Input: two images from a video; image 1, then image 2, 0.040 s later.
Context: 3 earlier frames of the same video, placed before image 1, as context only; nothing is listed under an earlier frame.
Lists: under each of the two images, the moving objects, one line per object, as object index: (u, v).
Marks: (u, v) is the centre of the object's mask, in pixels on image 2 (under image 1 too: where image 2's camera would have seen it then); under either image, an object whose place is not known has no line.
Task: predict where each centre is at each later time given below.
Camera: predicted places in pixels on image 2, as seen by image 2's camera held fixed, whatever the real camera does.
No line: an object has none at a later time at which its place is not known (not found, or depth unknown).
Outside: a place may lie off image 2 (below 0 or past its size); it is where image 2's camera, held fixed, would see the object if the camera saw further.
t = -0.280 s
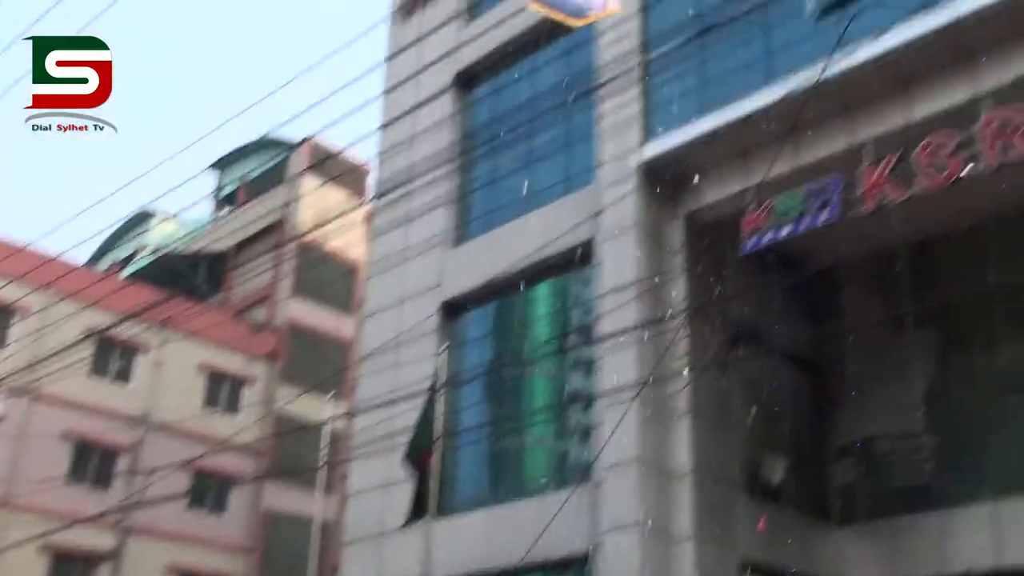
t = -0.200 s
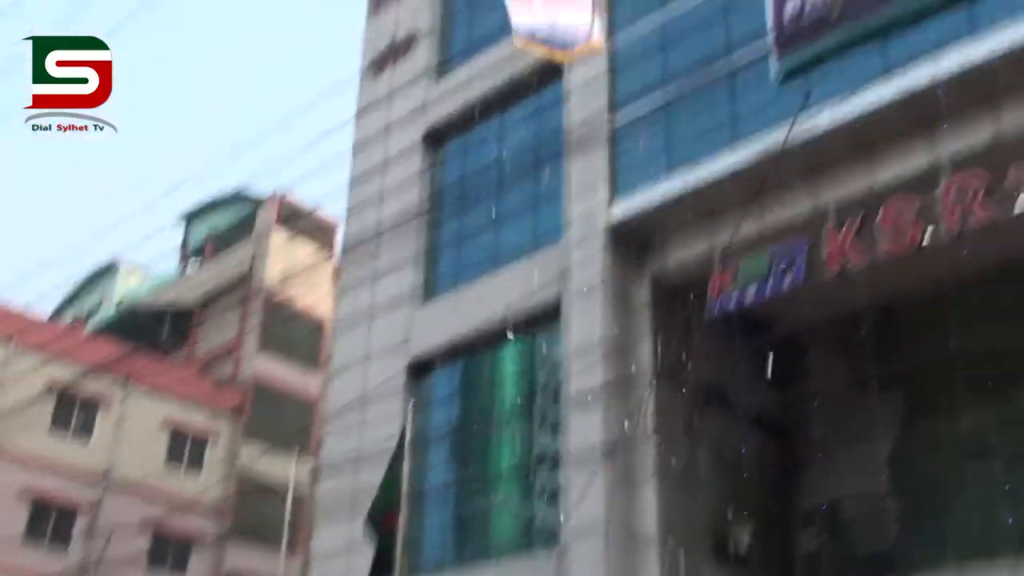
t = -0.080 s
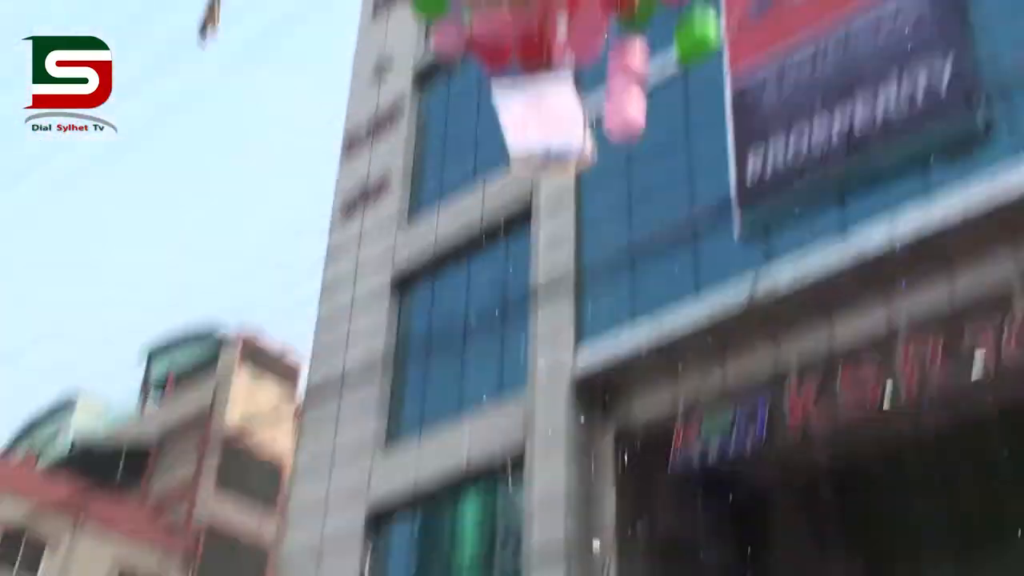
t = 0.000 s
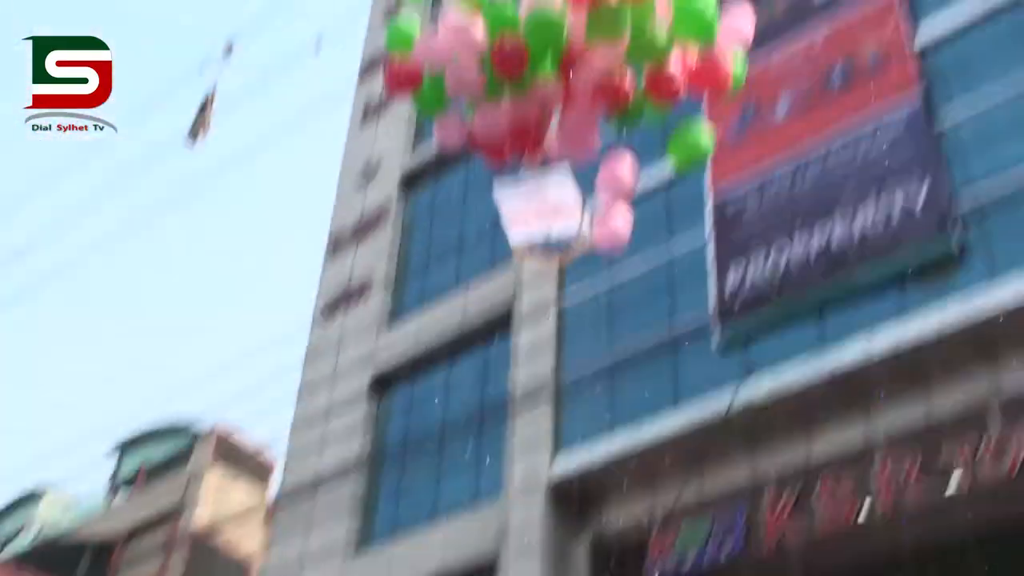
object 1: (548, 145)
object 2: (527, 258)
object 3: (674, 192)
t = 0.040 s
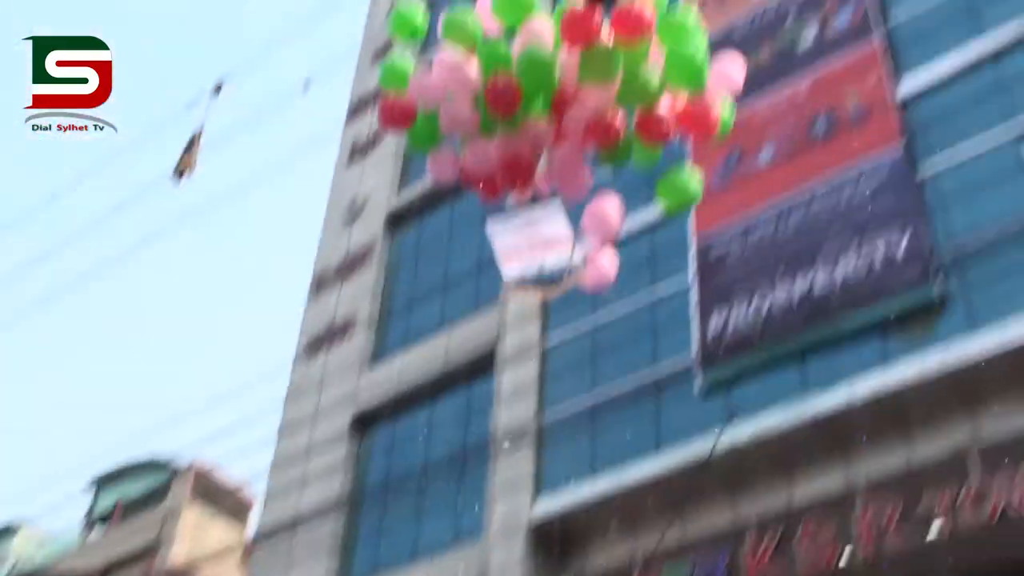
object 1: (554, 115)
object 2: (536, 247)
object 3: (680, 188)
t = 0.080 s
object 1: (560, 104)
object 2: (542, 242)
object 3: (683, 193)
